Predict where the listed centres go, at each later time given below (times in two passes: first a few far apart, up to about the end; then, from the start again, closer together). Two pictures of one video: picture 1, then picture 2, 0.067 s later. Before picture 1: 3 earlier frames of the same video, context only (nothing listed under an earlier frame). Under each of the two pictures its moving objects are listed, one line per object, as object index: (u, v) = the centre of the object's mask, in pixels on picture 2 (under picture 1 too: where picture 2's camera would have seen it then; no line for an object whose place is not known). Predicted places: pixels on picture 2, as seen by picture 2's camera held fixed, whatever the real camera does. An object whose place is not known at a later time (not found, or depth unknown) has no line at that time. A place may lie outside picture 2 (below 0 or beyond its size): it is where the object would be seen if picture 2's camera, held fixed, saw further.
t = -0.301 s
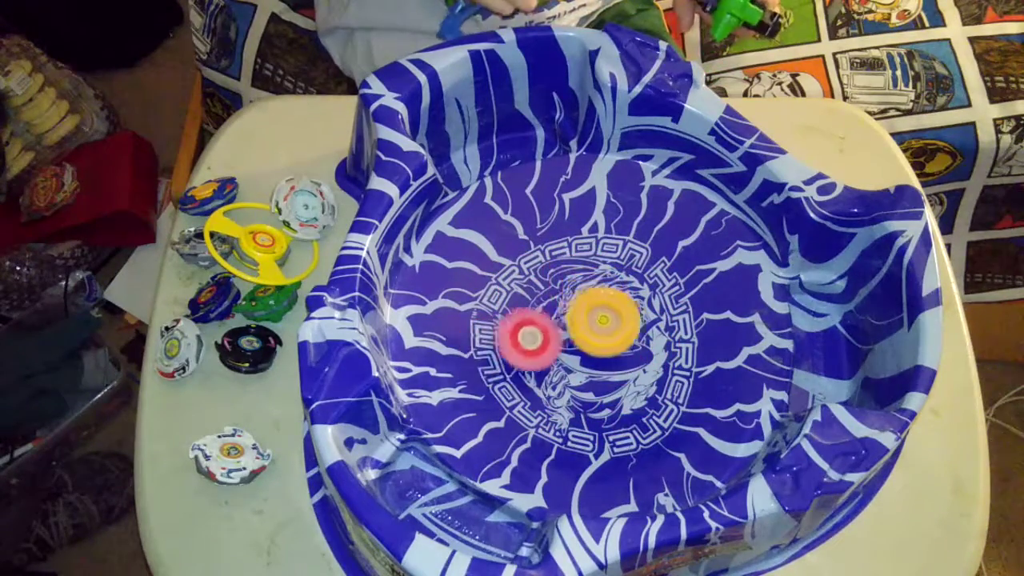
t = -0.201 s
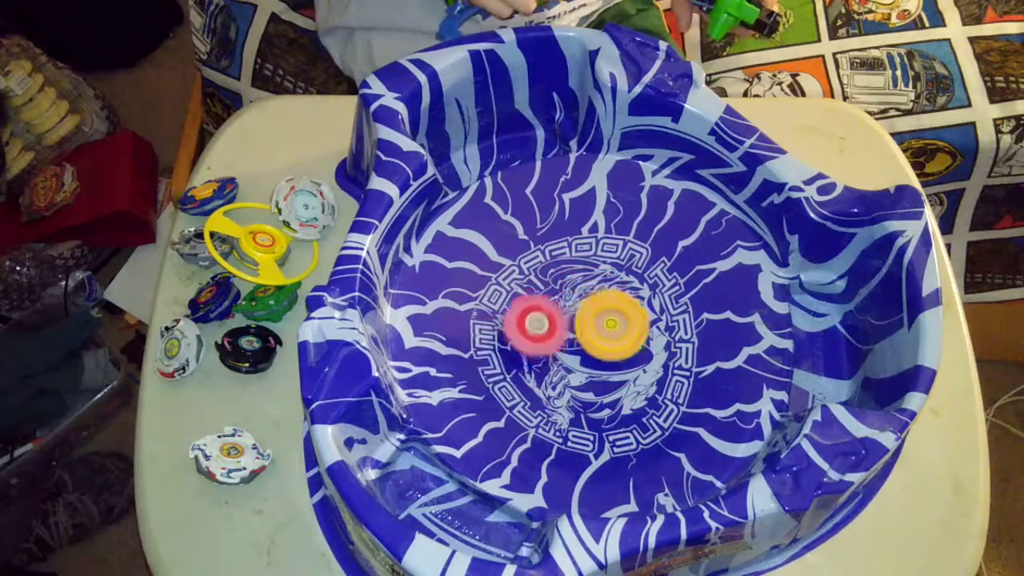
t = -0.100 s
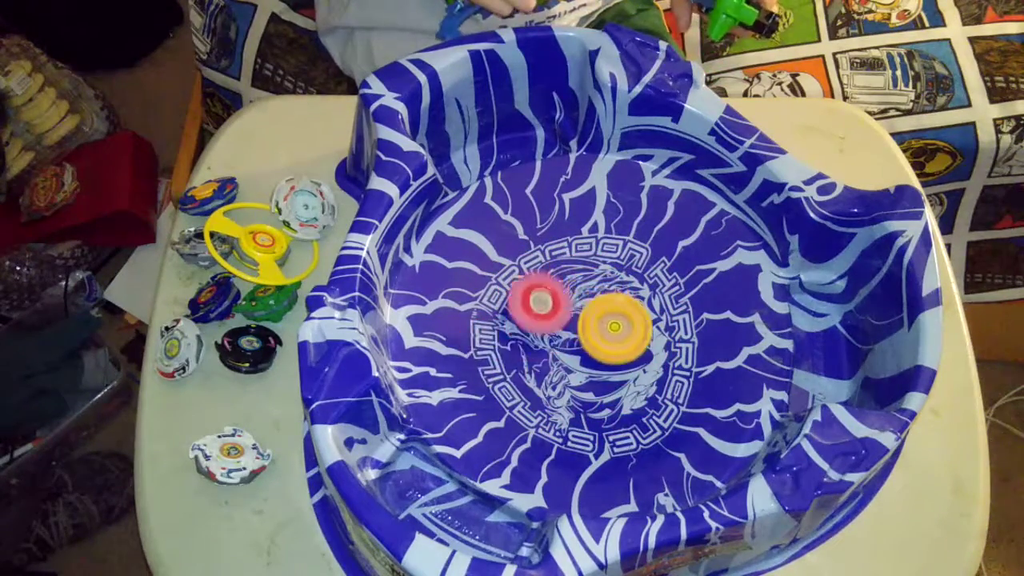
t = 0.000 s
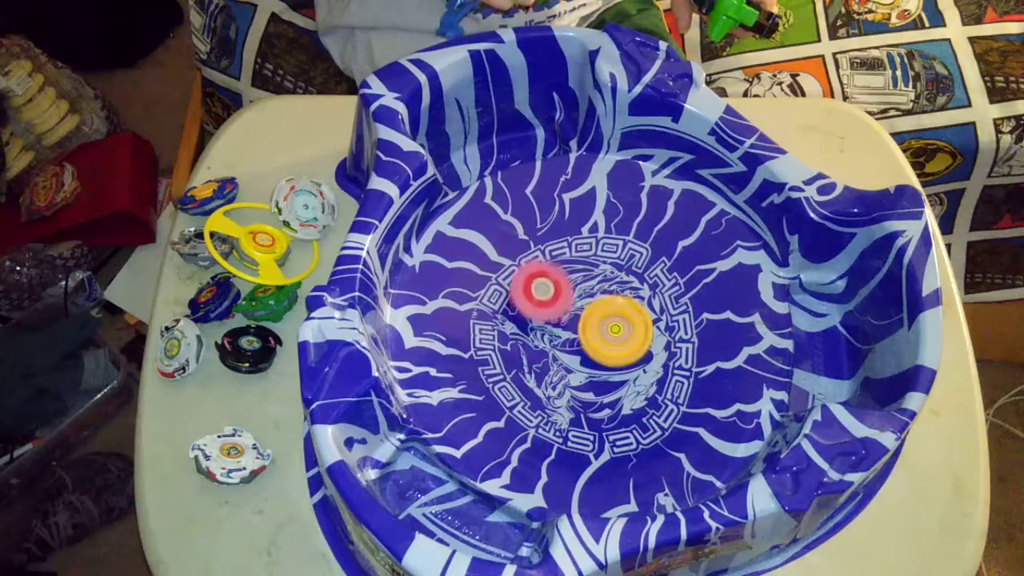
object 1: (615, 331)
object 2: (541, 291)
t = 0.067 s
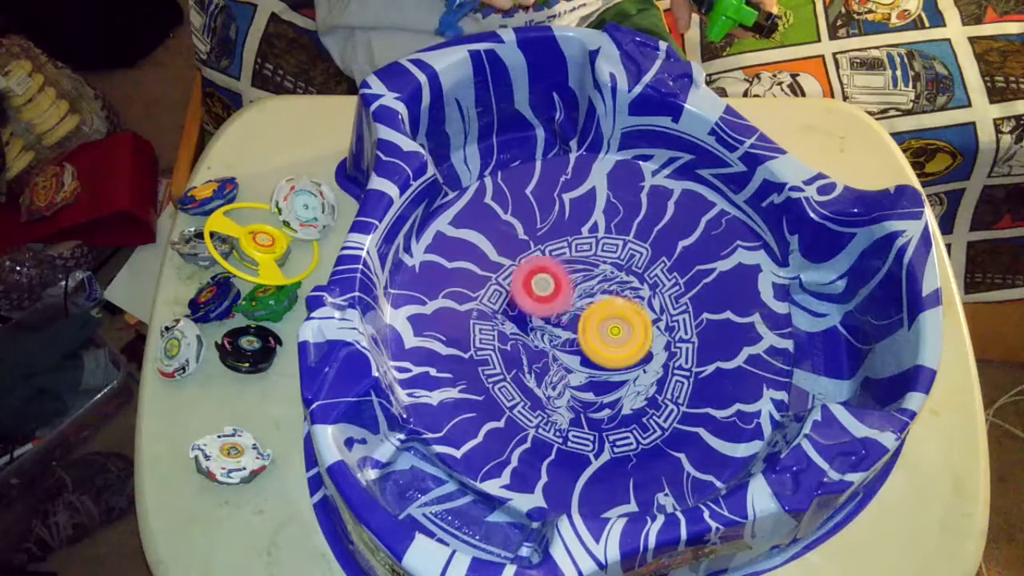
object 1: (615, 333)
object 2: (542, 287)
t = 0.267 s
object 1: (611, 337)
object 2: (552, 280)
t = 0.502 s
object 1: (601, 344)
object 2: (585, 277)
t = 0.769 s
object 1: (590, 348)
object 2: (603, 276)
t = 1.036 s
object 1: (584, 348)
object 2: (641, 301)
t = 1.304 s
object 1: (572, 346)
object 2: (651, 308)
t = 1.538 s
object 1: (572, 342)
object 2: (637, 312)
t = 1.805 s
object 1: (541, 337)
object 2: (633, 347)
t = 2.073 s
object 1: (540, 327)
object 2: (610, 381)
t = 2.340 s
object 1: (550, 319)
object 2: (596, 376)
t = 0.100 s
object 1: (614, 333)
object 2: (543, 285)
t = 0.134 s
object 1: (614, 334)
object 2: (544, 283)
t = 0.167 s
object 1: (613, 335)
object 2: (545, 282)
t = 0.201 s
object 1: (613, 336)
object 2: (547, 281)
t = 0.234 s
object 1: (612, 336)
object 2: (549, 280)
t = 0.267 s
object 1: (611, 337)
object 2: (552, 280)
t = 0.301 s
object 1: (610, 338)
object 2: (554, 280)
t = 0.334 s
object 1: (609, 338)
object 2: (556, 280)
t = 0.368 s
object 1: (607, 339)
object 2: (559, 282)
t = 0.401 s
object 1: (606, 340)
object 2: (565, 282)
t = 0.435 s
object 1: (604, 340)
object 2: (571, 281)
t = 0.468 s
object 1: (602, 342)
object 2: (578, 279)
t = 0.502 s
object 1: (601, 344)
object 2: (585, 277)
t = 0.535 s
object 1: (599, 345)
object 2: (593, 275)
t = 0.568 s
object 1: (598, 346)
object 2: (597, 274)
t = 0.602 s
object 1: (597, 347)
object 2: (599, 273)
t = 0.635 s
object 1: (596, 347)
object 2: (599, 273)
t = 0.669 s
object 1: (594, 348)
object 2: (600, 272)
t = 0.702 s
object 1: (593, 348)
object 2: (601, 273)
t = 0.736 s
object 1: (592, 348)
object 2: (603, 274)
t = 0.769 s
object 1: (590, 348)
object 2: (603, 276)
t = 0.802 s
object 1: (589, 349)
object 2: (605, 279)
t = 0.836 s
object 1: (588, 348)
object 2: (609, 282)
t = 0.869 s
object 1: (587, 348)
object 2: (614, 285)
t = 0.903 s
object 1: (586, 348)
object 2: (620, 288)
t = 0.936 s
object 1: (586, 348)
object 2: (626, 293)
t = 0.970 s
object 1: (585, 348)
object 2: (632, 296)
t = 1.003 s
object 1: (584, 348)
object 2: (638, 300)
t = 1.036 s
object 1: (584, 348)
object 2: (641, 301)
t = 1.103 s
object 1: (583, 347)
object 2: (641, 302)
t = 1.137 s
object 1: (583, 346)
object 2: (641, 302)
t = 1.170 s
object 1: (583, 346)
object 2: (639, 302)
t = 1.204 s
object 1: (582, 345)
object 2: (639, 304)
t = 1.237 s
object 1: (581, 345)
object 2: (640, 307)
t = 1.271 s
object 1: (574, 346)
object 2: (649, 309)
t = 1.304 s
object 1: (572, 346)
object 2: (651, 308)
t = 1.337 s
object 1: (571, 345)
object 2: (652, 307)
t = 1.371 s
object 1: (570, 345)
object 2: (652, 307)
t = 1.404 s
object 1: (570, 344)
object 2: (652, 307)
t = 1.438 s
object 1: (570, 344)
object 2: (650, 306)
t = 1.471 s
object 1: (571, 343)
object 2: (646, 307)
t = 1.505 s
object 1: (571, 343)
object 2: (641, 308)
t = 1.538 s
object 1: (572, 342)
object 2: (637, 312)
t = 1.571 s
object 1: (571, 342)
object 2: (637, 315)
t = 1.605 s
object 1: (560, 342)
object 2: (643, 318)
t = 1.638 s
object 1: (552, 341)
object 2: (647, 323)
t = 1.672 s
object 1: (548, 340)
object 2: (646, 326)
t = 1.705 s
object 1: (546, 339)
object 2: (644, 330)
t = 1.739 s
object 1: (543, 338)
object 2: (640, 336)
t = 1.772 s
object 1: (542, 337)
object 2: (637, 342)
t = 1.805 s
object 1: (541, 337)
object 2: (633, 347)
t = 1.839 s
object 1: (541, 336)
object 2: (629, 352)
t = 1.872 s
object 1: (540, 335)
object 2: (625, 359)
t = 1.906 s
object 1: (539, 334)
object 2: (621, 363)
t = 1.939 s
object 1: (539, 333)
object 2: (618, 368)
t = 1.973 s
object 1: (538, 332)
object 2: (614, 373)
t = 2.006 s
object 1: (538, 330)
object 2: (611, 377)
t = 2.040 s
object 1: (539, 329)
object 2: (610, 379)
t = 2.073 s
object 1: (540, 327)
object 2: (610, 381)
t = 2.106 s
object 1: (540, 326)
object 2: (610, 381)
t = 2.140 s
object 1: (542, 325)
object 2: (610, 382)
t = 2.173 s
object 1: (543, 324)
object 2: (609, 382)
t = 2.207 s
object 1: (544, 323)
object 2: (608, 382)
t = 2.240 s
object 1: (545, 322)
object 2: (606, 382)
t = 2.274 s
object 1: (547, 321)
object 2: (604, 380)
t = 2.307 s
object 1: (548, 320)
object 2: (601, 378)
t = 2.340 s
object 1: (550, 319)
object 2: (596, 376)
